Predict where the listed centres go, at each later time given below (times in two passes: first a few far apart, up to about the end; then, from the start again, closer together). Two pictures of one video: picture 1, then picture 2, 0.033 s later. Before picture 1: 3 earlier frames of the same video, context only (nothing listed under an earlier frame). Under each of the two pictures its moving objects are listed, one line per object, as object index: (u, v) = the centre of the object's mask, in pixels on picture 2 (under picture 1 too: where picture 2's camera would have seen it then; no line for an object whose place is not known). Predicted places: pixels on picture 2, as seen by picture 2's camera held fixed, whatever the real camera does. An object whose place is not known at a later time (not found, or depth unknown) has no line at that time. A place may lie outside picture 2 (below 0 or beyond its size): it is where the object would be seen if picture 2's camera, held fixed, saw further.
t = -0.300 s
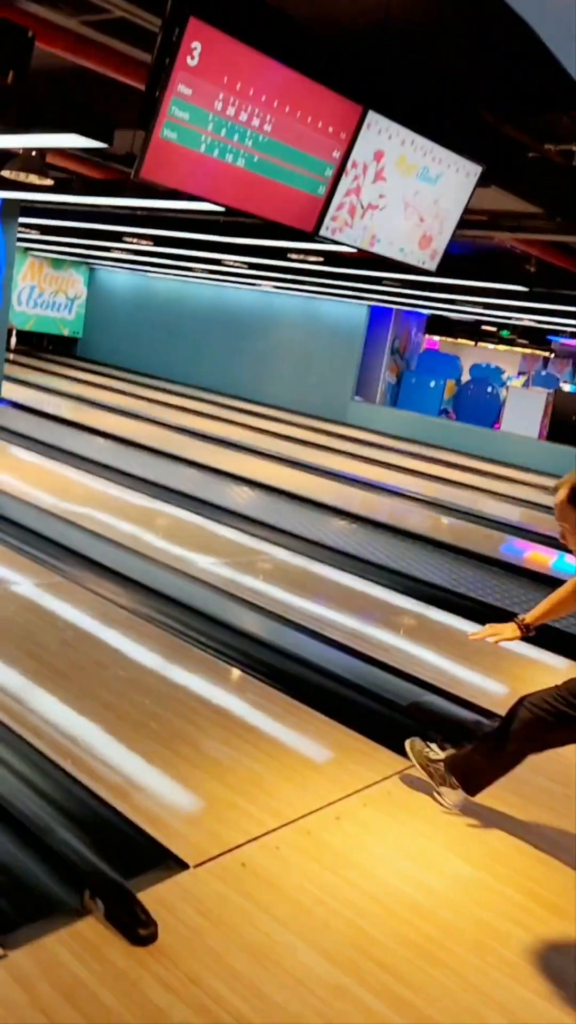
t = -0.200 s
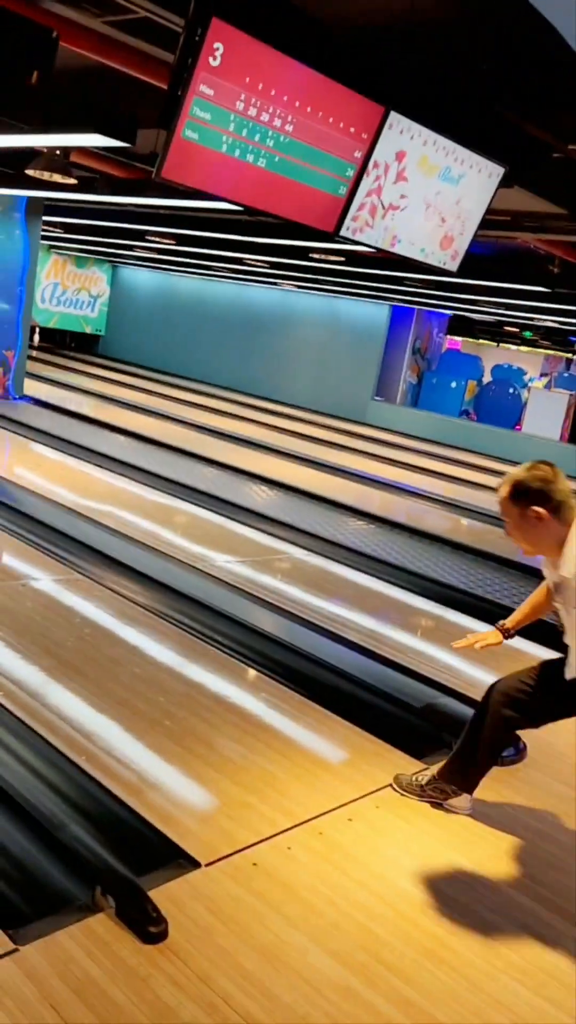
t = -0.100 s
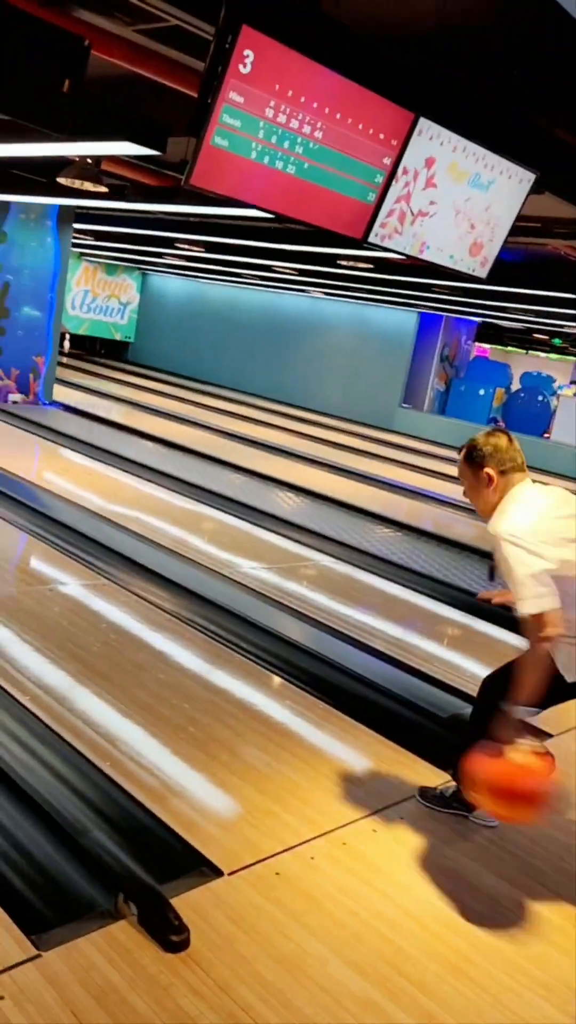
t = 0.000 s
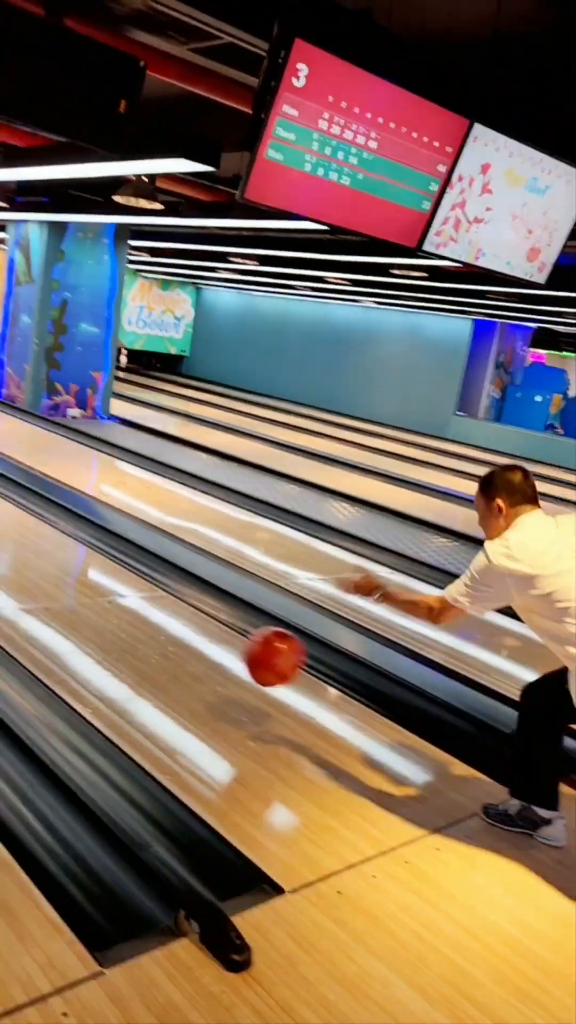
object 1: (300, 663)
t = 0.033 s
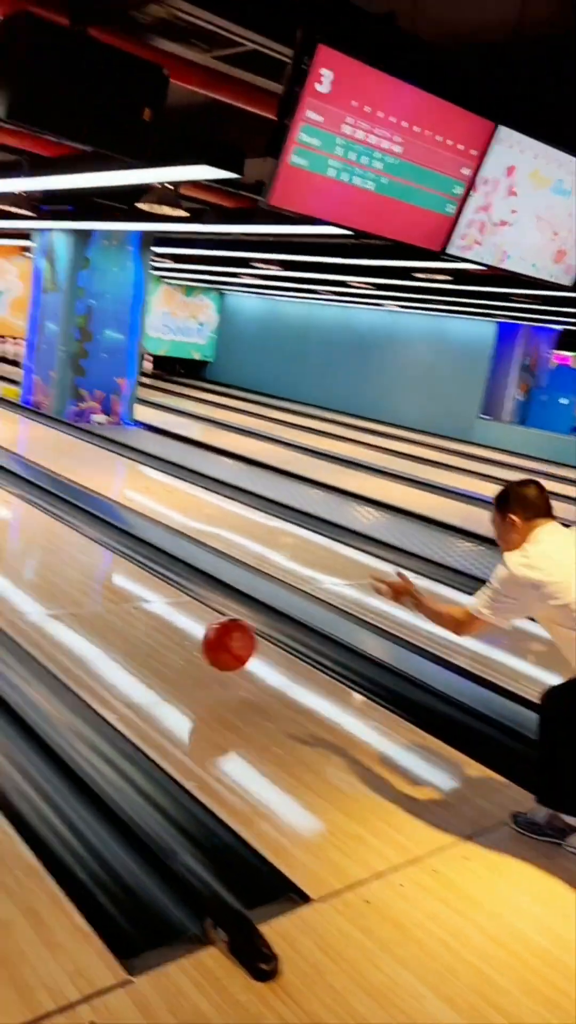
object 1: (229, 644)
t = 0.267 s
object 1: (-33, 500)
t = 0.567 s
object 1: (-172, 411)
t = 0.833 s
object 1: (-238, 368)
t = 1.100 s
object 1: (-279, 342)
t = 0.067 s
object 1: (171, 630)
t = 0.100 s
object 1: (124, 599)
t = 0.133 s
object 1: (84, 575)
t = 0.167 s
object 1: (49, 553)
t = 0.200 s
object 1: (19, 533)
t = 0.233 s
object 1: (-8, 515)
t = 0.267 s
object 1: (-33, 500)
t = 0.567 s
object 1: (-172, 411)
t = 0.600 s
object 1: (-183, 404)
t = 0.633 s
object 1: (-192, 398)
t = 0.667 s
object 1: (-201, 392)
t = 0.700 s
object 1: (-210, 387)
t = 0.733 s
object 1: (-217, 383)
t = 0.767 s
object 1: (-224, 378)
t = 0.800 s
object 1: (-231, 373)
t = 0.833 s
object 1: (-238, 368)
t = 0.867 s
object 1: (-244, 364)
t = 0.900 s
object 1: (-250, 361)
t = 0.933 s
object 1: (-255, 357)
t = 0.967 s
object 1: (-261, 354)
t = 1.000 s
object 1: (-266, 351)
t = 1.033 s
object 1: (-269, 348)
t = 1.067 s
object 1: (-274, 345)
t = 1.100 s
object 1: (-279, 342)
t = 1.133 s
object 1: (-282, 340)
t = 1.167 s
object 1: (-286, 337)
